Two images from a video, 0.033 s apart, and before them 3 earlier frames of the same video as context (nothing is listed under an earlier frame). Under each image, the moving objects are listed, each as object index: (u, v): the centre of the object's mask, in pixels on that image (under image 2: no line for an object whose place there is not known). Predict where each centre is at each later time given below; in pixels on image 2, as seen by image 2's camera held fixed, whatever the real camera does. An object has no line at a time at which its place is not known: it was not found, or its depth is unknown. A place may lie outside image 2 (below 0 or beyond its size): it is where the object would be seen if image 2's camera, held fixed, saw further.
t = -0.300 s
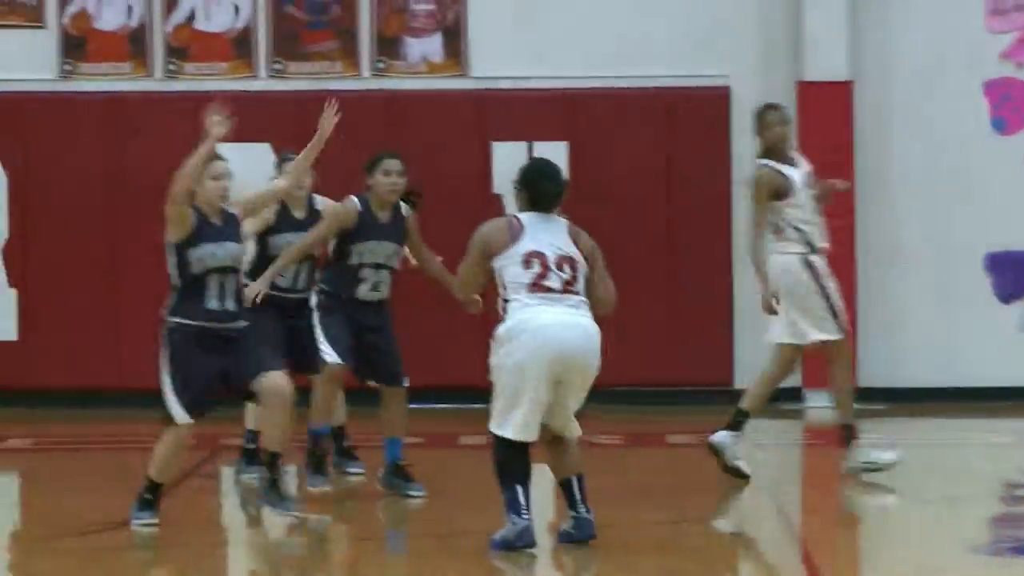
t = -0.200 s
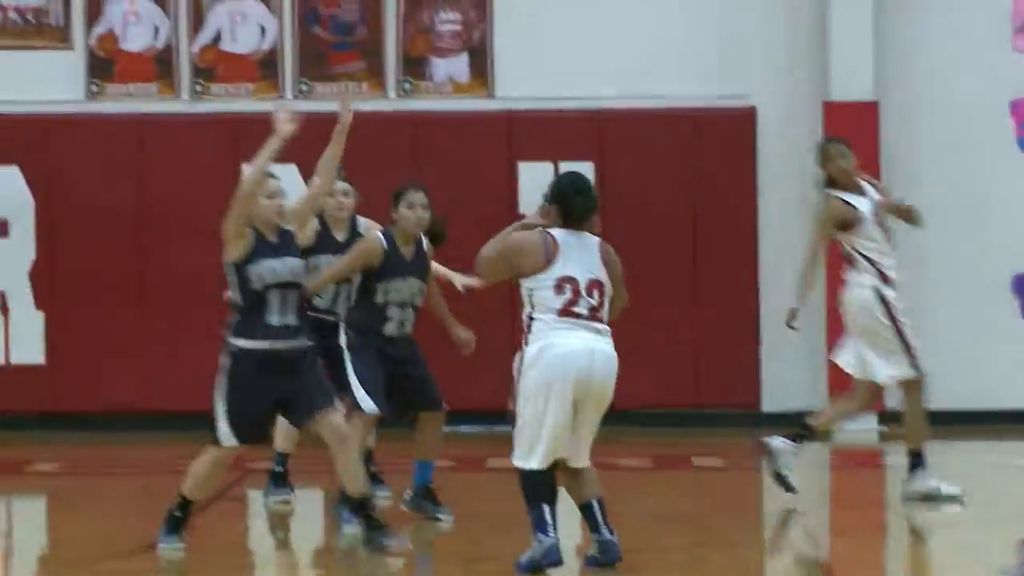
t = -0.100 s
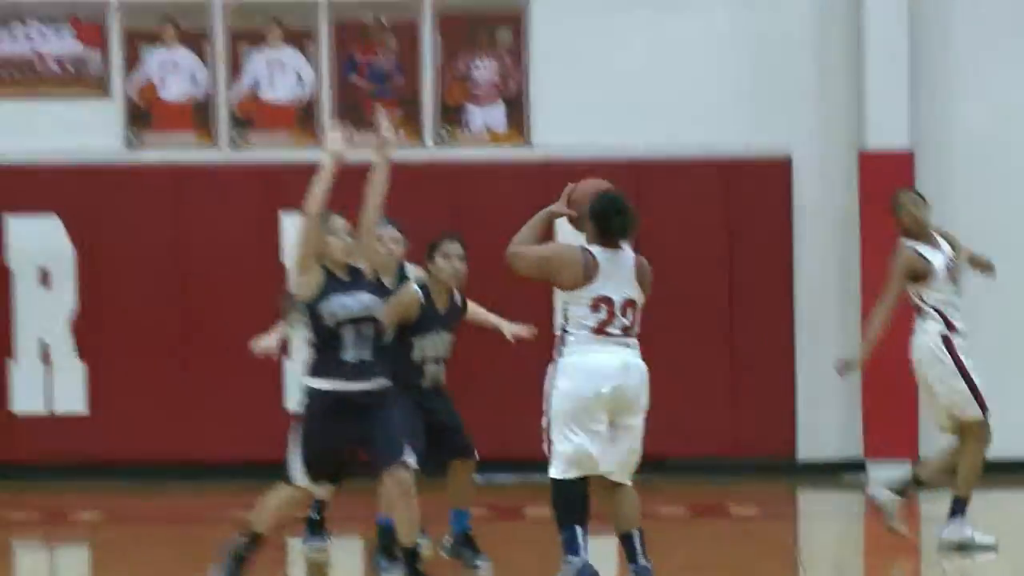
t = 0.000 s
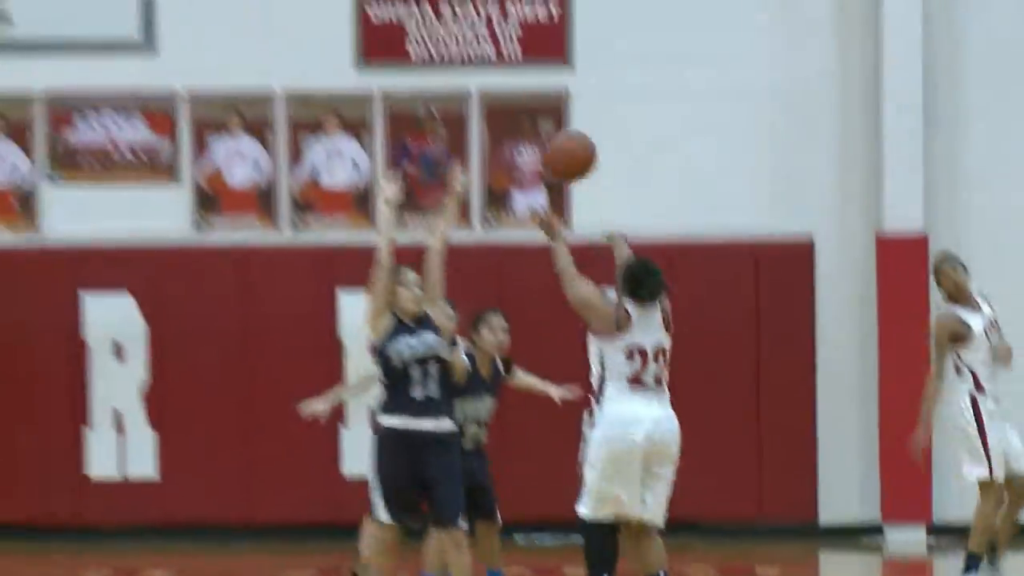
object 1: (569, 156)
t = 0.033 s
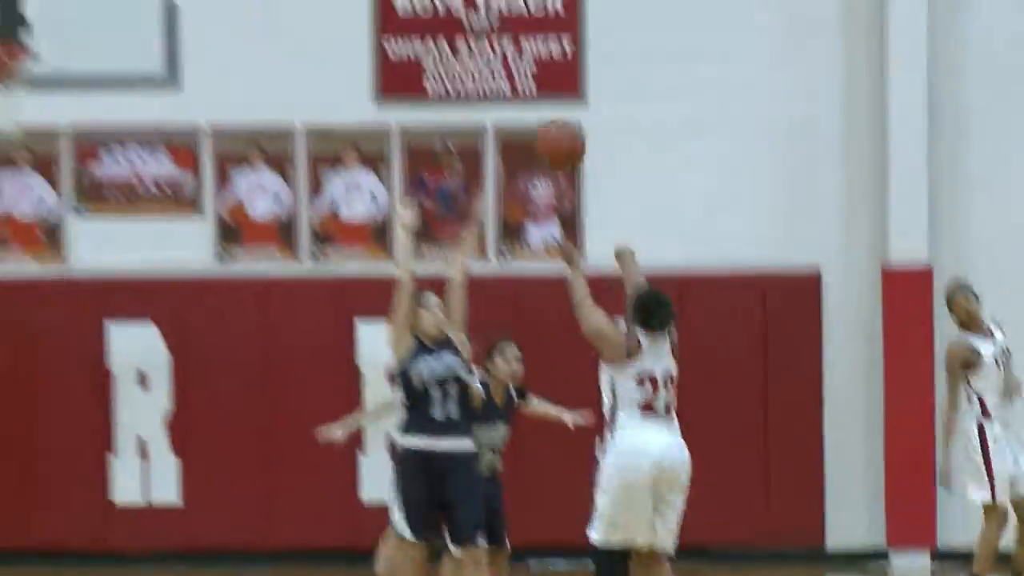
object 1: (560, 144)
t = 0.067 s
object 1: (536, 105)
